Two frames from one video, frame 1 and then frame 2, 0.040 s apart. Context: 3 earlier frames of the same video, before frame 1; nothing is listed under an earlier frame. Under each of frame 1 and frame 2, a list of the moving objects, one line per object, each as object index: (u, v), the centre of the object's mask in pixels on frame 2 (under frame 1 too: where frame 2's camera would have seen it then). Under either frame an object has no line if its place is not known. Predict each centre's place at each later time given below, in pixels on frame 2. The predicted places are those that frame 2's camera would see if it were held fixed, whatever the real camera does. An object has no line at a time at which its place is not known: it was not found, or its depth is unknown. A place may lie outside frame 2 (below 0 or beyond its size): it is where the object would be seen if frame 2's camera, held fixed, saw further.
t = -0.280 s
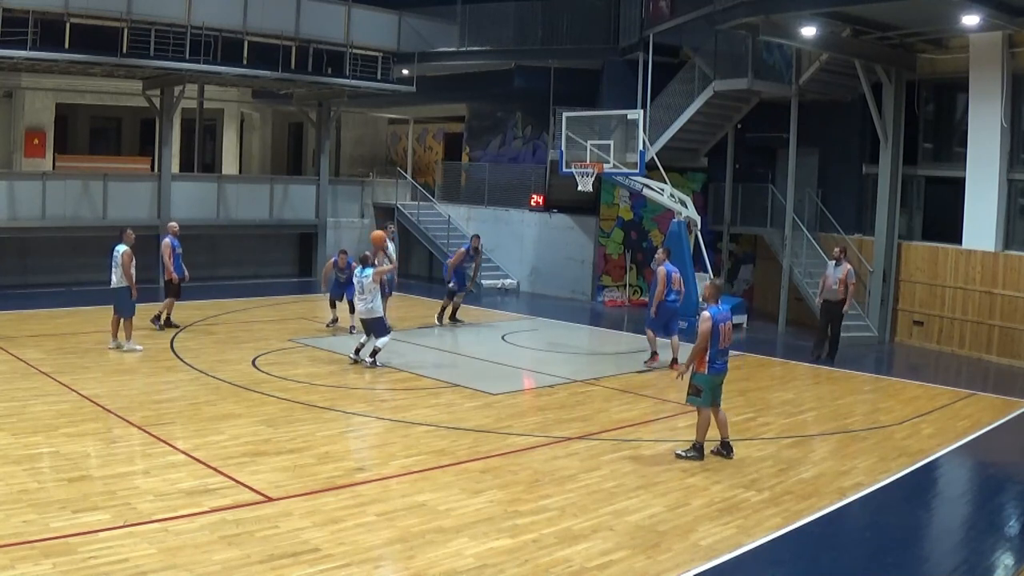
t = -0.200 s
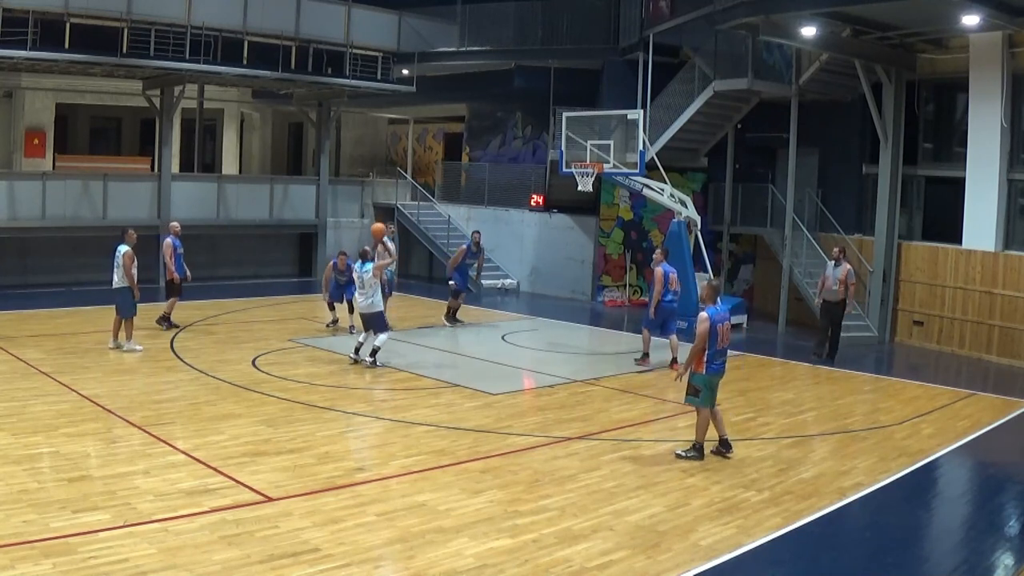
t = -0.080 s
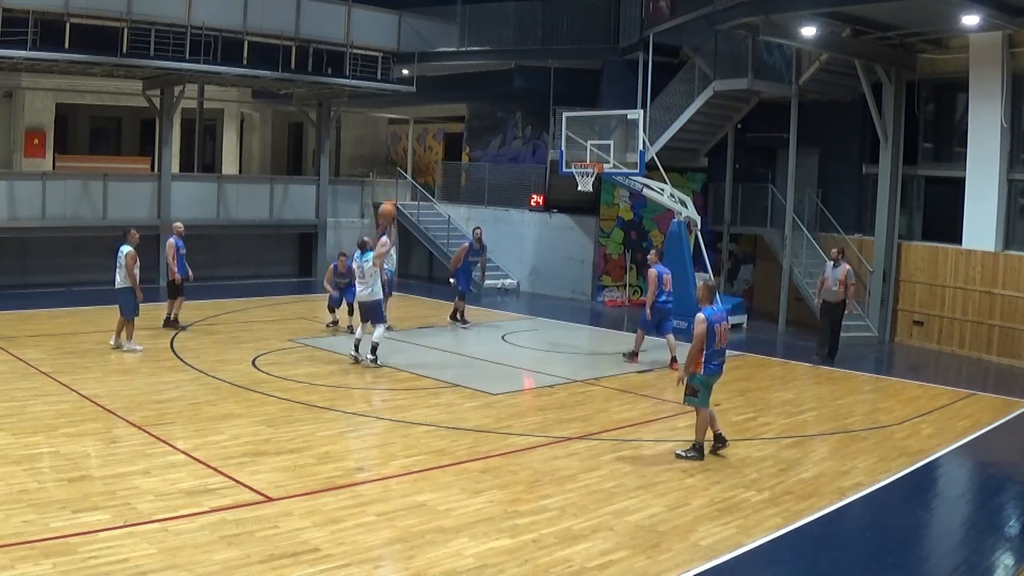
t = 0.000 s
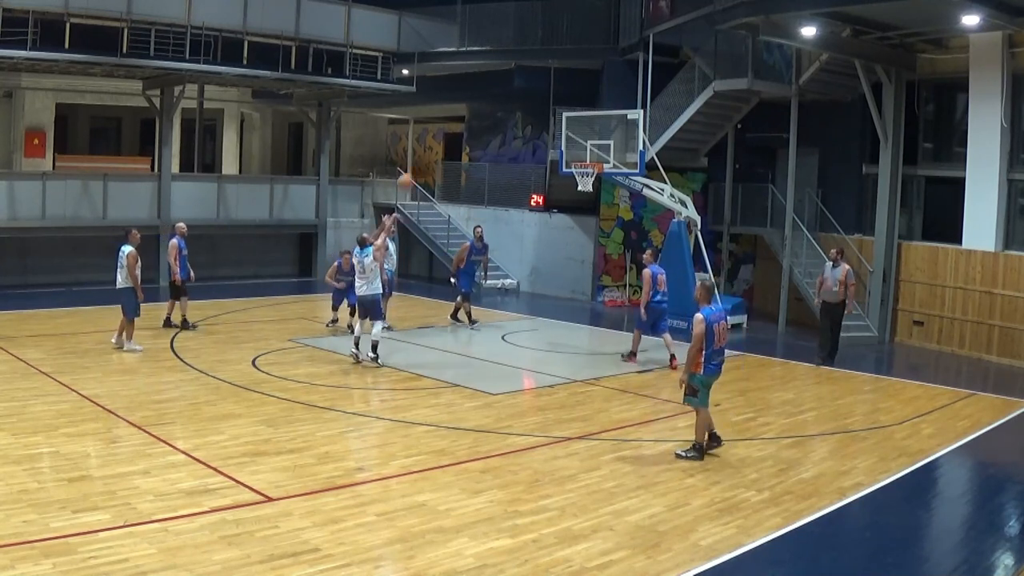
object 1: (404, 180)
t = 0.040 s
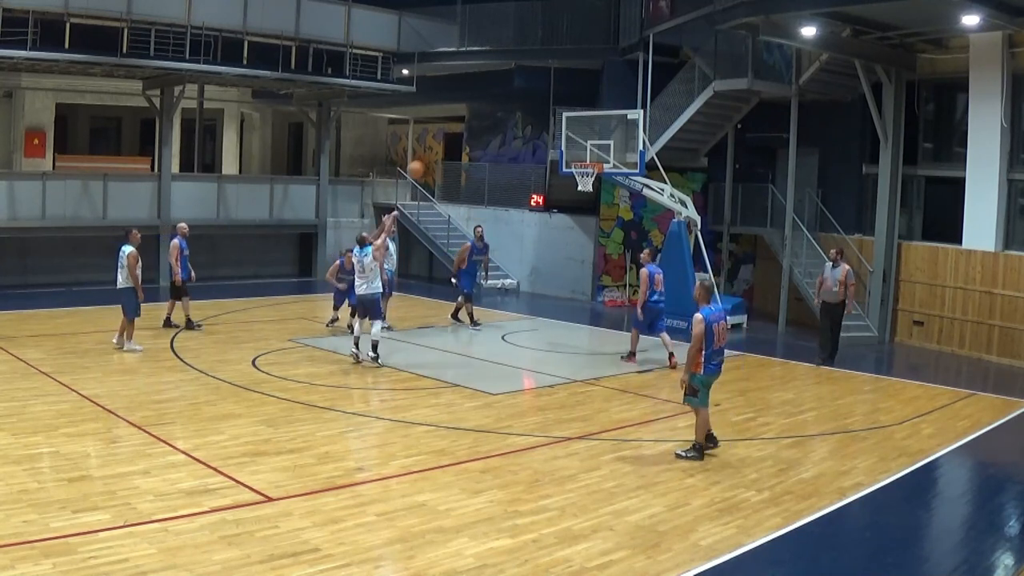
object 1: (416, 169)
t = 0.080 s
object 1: (424, 158)
